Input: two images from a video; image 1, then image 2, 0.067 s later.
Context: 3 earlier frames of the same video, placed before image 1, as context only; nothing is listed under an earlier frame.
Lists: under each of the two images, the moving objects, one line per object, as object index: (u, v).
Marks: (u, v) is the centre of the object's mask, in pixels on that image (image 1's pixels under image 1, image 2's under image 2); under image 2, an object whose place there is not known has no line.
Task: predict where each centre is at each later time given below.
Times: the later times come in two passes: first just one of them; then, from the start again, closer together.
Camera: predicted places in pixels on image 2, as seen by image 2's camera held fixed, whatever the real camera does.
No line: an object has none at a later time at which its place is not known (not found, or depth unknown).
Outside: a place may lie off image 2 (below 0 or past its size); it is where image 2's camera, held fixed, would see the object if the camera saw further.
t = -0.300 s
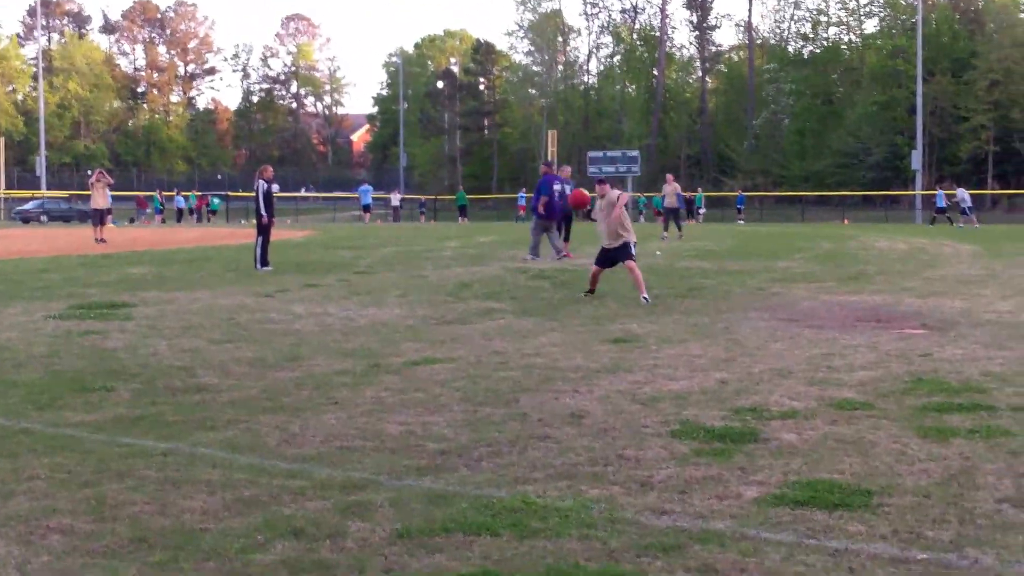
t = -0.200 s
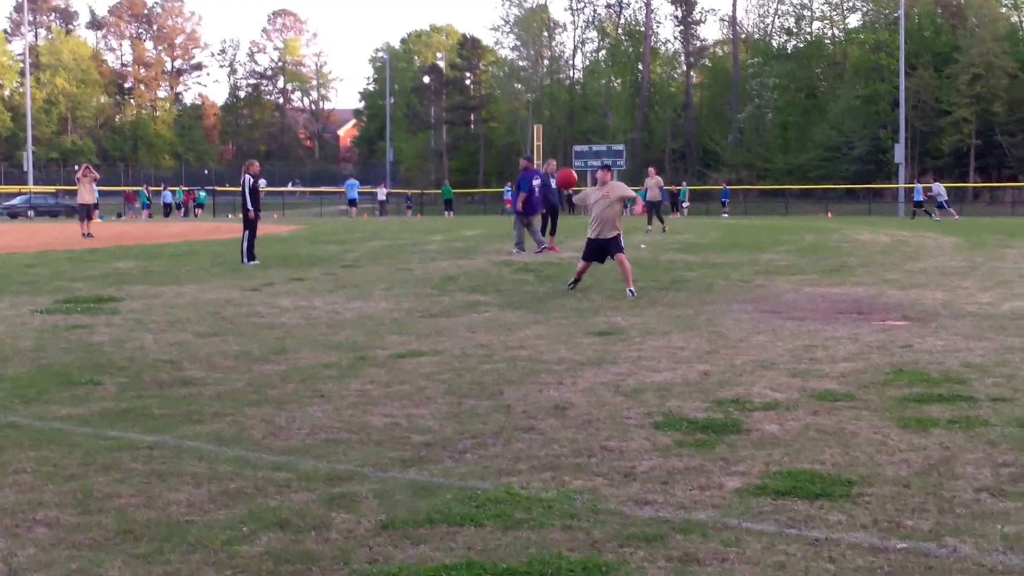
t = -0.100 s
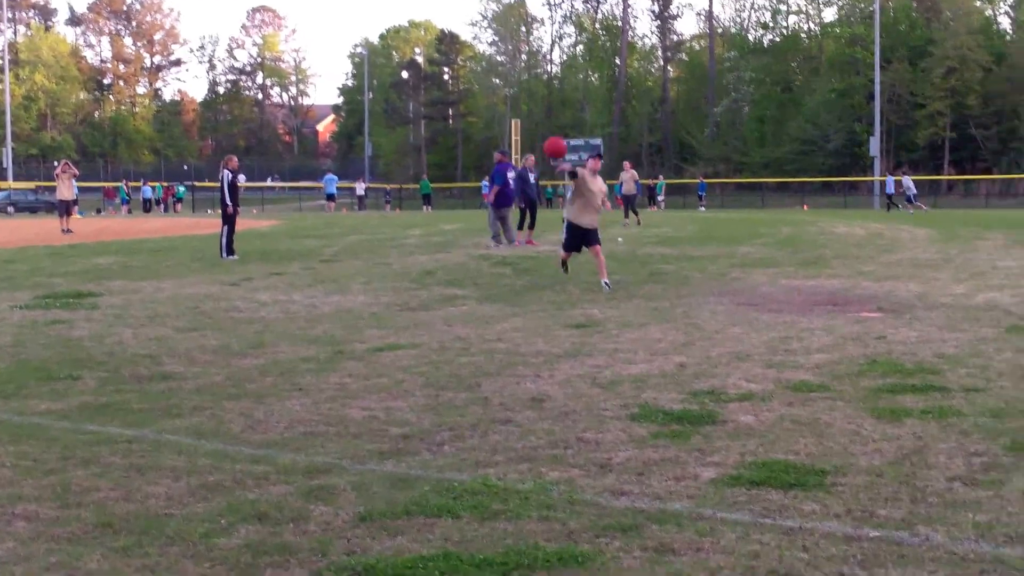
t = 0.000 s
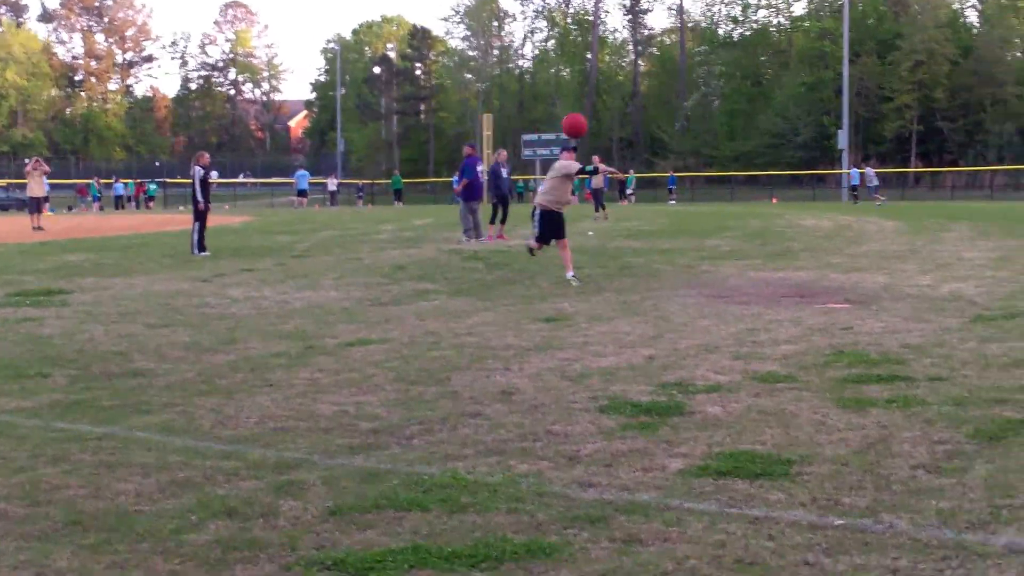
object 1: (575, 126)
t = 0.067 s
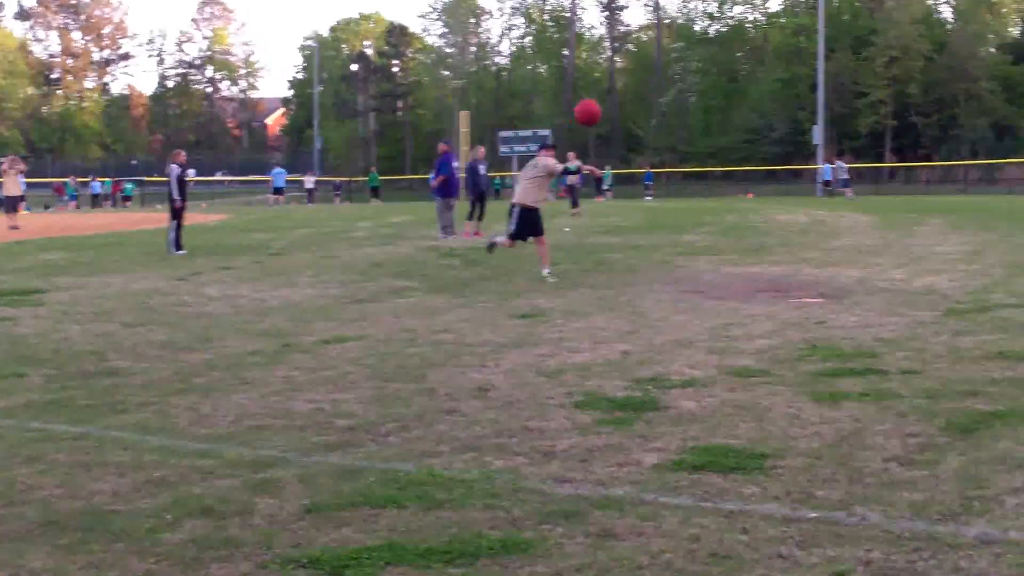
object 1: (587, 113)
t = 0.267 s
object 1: (716, 102)
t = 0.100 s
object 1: (605, 109)
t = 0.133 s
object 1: (624, 107)
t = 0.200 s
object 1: (666, 104)
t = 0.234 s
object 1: (691, 102)
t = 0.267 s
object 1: (716, 102)
